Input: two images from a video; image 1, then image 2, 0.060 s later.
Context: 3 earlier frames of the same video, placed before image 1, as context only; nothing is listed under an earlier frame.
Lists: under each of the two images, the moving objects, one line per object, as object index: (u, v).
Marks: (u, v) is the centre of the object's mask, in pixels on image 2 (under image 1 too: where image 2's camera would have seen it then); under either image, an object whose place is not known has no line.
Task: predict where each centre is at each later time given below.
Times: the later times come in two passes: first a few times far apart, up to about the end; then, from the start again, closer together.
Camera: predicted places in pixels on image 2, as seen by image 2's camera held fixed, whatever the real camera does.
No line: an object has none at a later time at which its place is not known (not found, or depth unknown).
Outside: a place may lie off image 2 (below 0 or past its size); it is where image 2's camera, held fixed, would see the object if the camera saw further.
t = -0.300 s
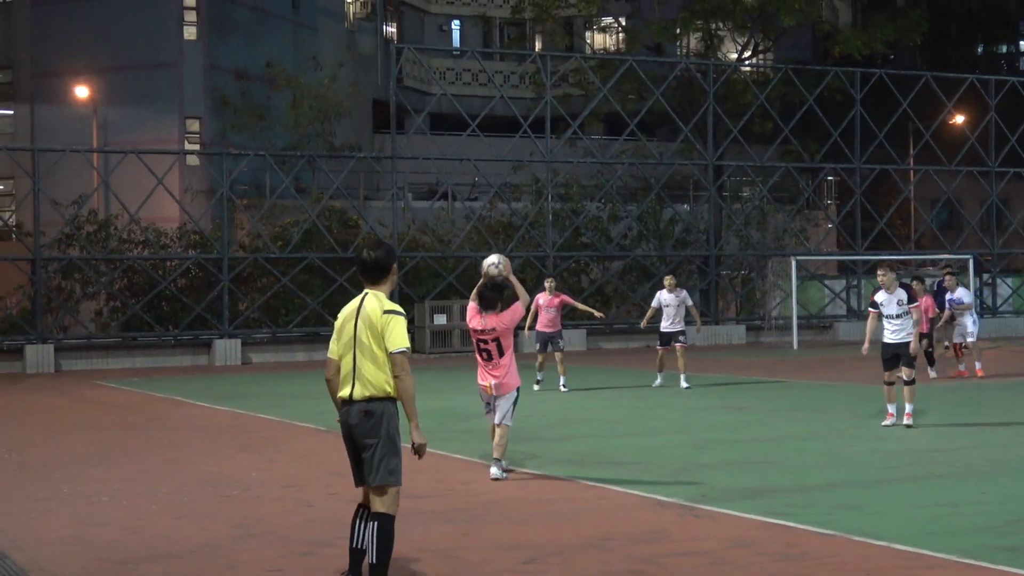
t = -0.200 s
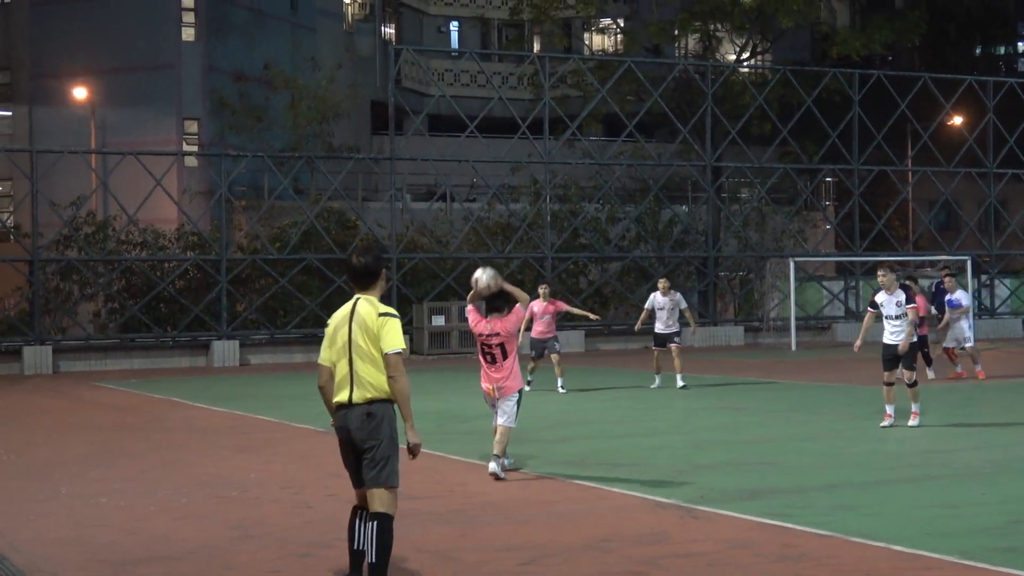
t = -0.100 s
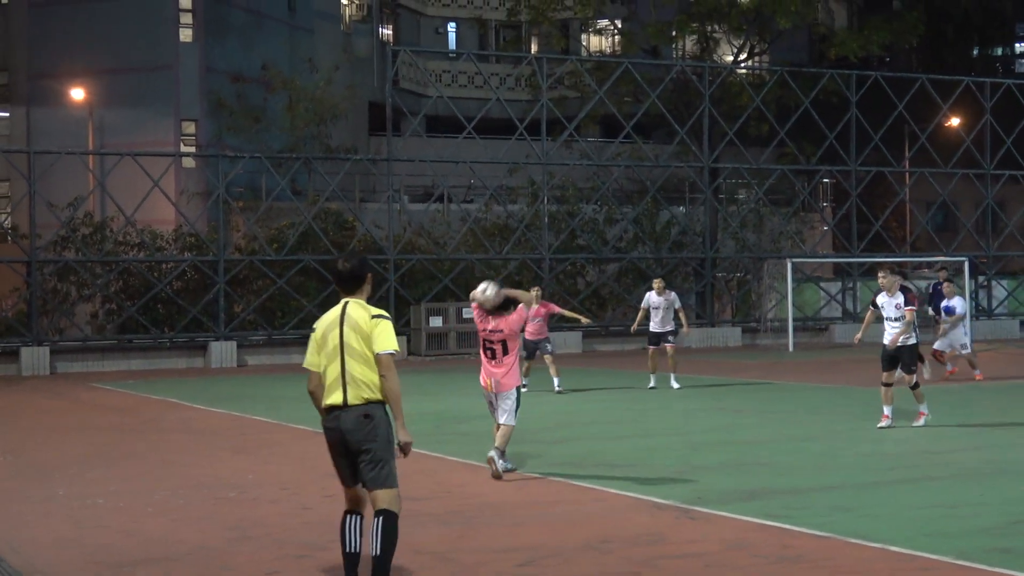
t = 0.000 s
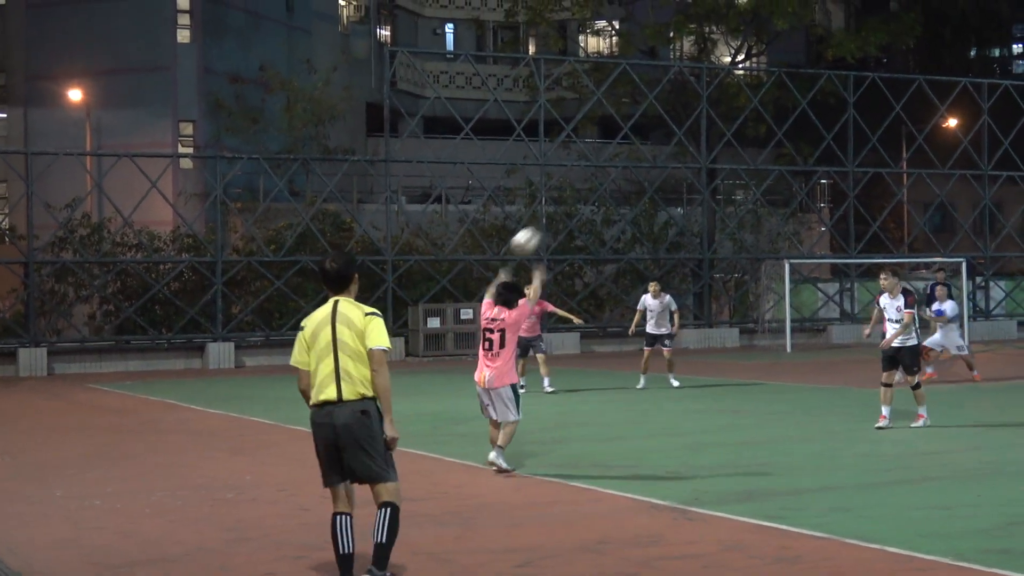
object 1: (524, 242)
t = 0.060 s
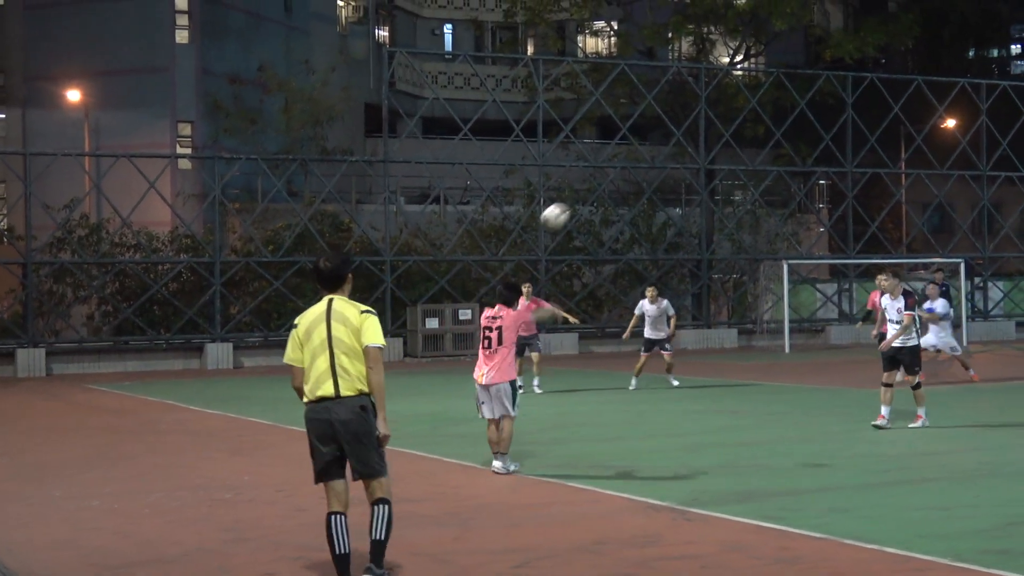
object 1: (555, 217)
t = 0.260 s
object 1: (642, 171)
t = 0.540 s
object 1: (734, 180)
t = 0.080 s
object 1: (565, 209)
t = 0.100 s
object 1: (574, 202)
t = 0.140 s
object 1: (593, 191)
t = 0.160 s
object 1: (601, 187)
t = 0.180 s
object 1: (610, 182)
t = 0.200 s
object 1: (618, 179)
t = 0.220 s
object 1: (626, 176)
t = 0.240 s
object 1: (634, 173)
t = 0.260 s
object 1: (642, 171)
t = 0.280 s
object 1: (649, 170)
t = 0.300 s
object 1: (656, 168)
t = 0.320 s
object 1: (663, 167)
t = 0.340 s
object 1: (670, 167)
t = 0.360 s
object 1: (677, 167)
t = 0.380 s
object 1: (683, 167)
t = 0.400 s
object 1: (689, 168)
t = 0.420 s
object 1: (696, 169)
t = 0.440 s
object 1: (702, 170)
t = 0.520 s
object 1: (728, 178)
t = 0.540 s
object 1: (734, 180)
